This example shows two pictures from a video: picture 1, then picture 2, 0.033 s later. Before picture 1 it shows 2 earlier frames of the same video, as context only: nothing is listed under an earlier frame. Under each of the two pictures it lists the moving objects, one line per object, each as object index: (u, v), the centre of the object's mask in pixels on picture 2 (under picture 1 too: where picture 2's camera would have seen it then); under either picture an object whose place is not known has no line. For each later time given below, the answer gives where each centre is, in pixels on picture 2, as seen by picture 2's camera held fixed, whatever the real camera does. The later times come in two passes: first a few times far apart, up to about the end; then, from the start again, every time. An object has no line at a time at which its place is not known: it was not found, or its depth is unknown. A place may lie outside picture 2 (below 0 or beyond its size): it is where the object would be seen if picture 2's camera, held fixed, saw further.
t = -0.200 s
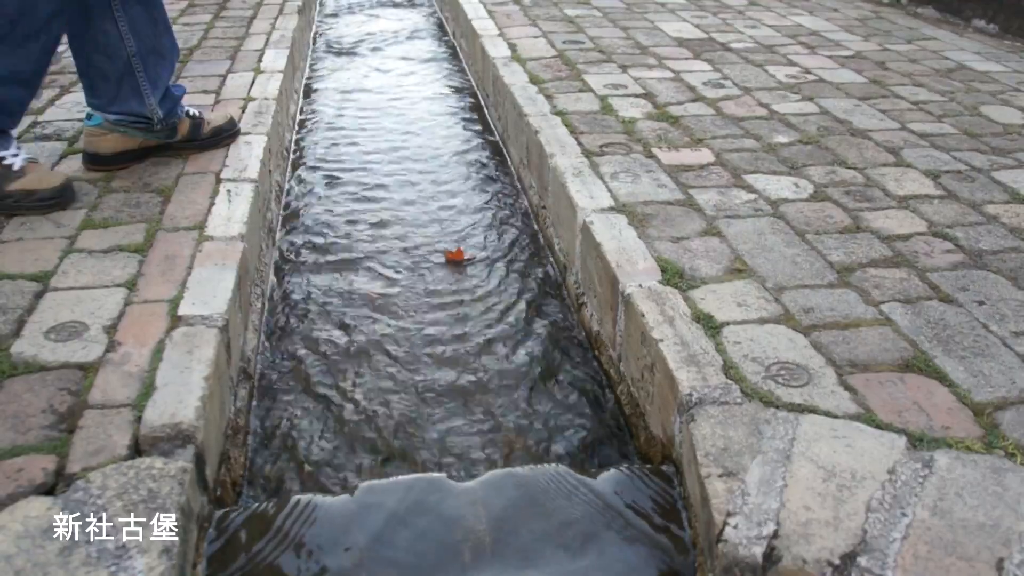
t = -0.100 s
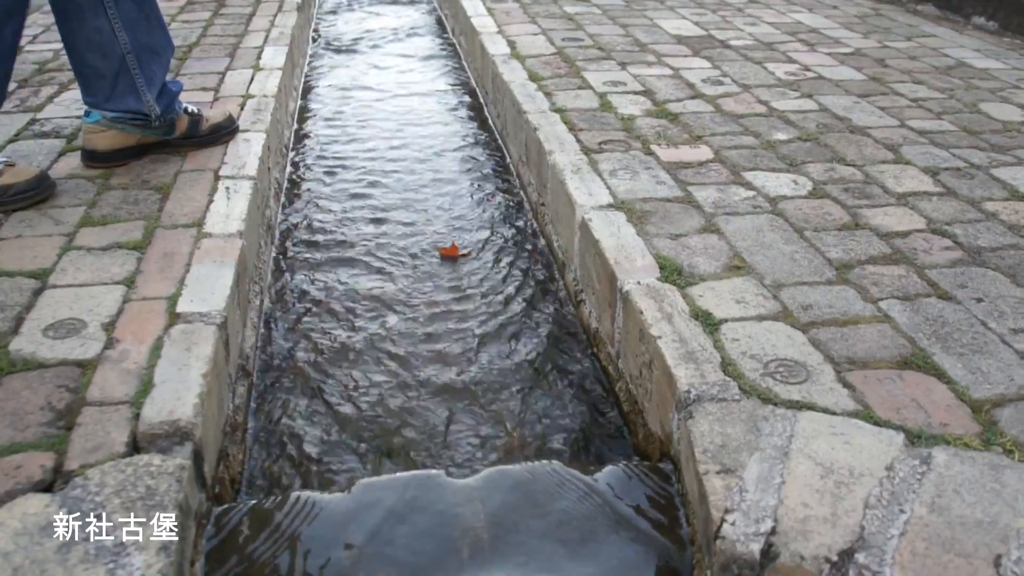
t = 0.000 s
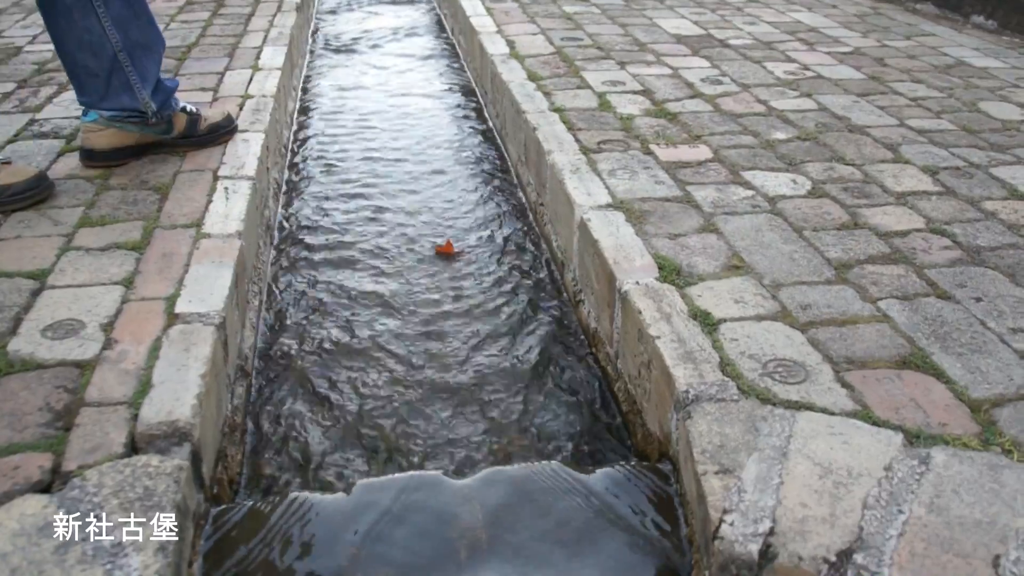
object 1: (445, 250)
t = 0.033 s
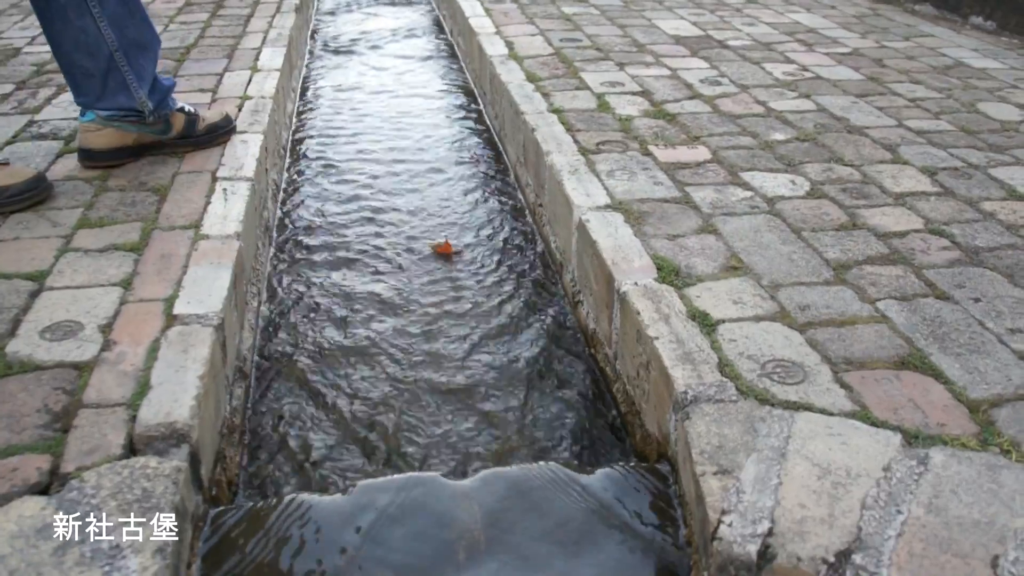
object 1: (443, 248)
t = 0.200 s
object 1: (438, 245)
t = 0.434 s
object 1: (434, 239)
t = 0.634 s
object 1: (430, 236)
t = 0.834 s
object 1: (426, 233)
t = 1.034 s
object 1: (424, 229)
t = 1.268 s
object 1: (423, 224)
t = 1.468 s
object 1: (422, 221)
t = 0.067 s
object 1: (445, 248)
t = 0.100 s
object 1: (441, 247)
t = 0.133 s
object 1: (441, 247)
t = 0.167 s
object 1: (440, 246)
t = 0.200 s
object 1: (438, 245)
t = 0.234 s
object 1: (437, 244)
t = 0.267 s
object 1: (436, 243)
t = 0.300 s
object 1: (435, 242)
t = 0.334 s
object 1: (435, 242)
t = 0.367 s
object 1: (435, 241)
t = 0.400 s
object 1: (435, 241)
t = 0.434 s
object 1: (434, 239)
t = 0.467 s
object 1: (433, 240)
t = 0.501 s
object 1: (432, 238)
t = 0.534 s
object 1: (432, 238)
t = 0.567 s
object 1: (432, 238)
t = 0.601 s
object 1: (432, 236)
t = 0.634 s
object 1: (430, 236)
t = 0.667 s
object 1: (430, 235)
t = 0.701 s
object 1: (431, 234)
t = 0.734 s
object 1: (431, 233)
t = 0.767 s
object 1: (429, 232)
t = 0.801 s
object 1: (428, 232)
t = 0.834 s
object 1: (426, 233)
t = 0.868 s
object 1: (426, 232)
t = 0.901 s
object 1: (426, 232)
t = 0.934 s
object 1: (426, 231)
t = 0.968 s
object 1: (425, 230)
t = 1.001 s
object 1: (426, 230)
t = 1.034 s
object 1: (424, 229)
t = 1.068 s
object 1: (424, 229)
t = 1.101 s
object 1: (425, 228)
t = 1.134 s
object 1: (424, 227)
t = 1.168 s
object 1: (424, 227)
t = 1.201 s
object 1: (424, 226)
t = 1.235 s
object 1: (423, 225)
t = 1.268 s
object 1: (423, 224)
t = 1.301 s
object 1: (422, 224)
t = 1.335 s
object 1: (421, 224)
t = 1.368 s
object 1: (421, 223)
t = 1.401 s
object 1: (422, 221)
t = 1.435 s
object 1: (422, 222)
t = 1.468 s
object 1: (422, 221)
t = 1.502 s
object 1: (421, 219)
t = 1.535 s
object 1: (421, 219)
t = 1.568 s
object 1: (421, 218)
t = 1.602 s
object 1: (421, 218)
